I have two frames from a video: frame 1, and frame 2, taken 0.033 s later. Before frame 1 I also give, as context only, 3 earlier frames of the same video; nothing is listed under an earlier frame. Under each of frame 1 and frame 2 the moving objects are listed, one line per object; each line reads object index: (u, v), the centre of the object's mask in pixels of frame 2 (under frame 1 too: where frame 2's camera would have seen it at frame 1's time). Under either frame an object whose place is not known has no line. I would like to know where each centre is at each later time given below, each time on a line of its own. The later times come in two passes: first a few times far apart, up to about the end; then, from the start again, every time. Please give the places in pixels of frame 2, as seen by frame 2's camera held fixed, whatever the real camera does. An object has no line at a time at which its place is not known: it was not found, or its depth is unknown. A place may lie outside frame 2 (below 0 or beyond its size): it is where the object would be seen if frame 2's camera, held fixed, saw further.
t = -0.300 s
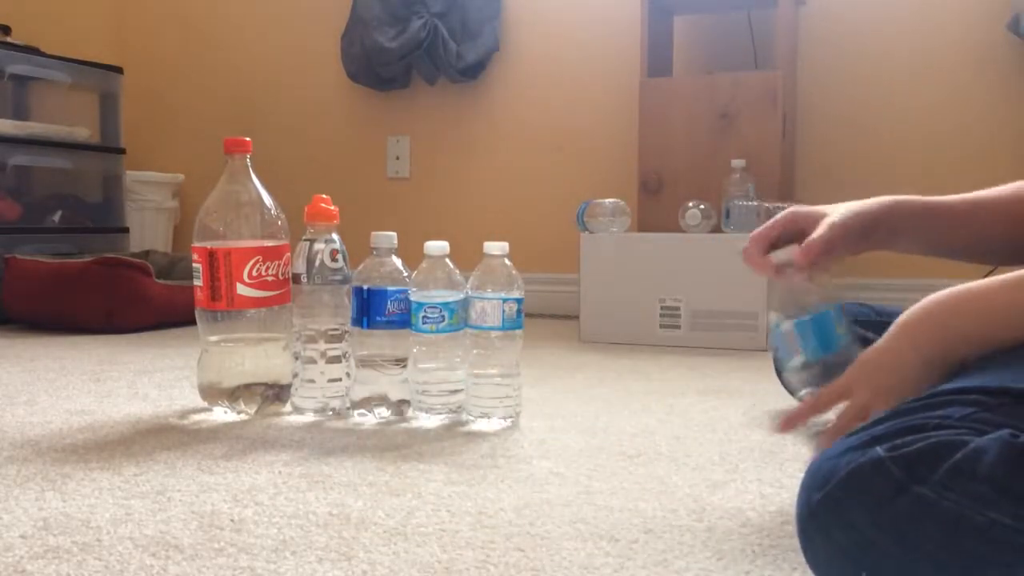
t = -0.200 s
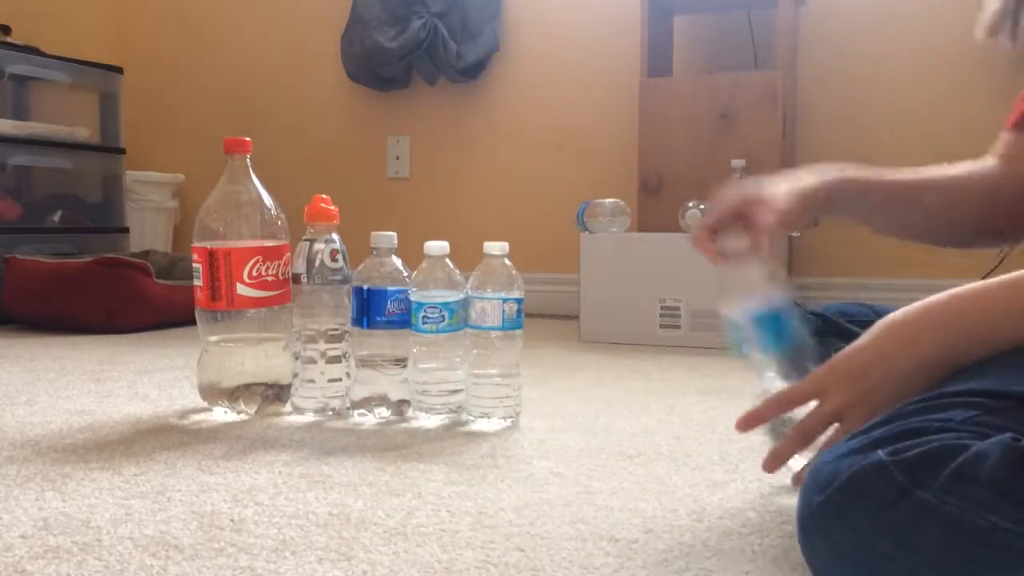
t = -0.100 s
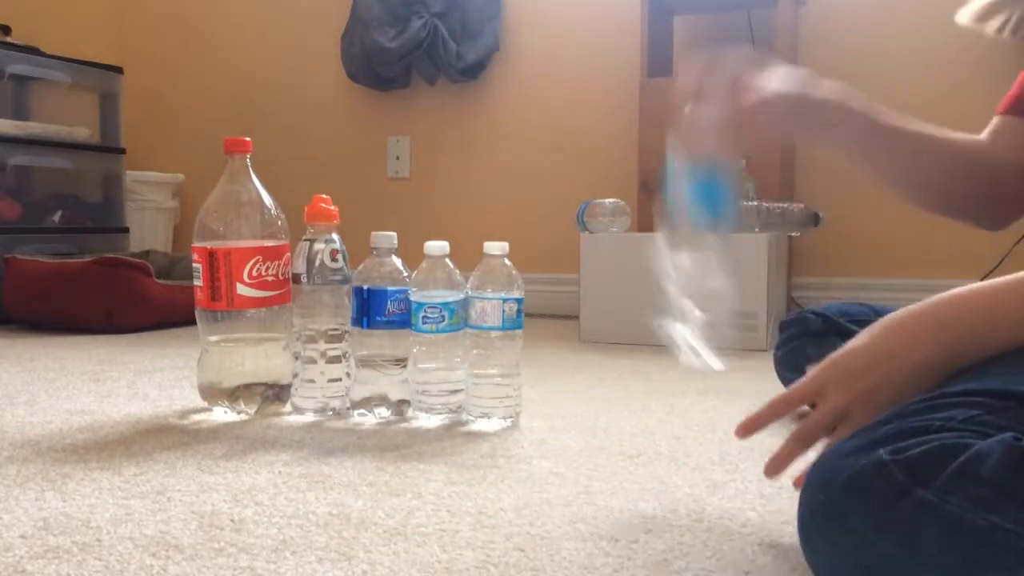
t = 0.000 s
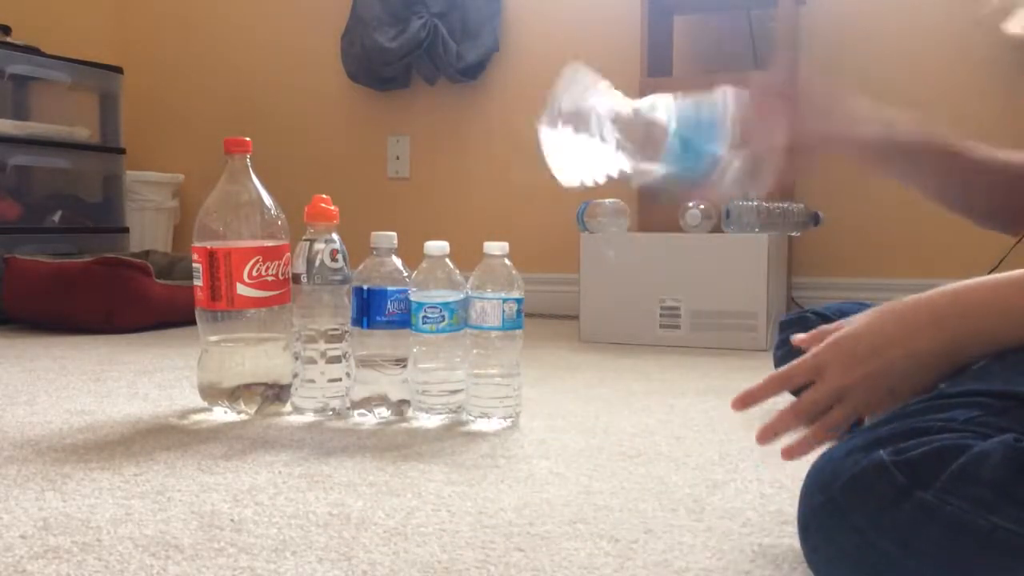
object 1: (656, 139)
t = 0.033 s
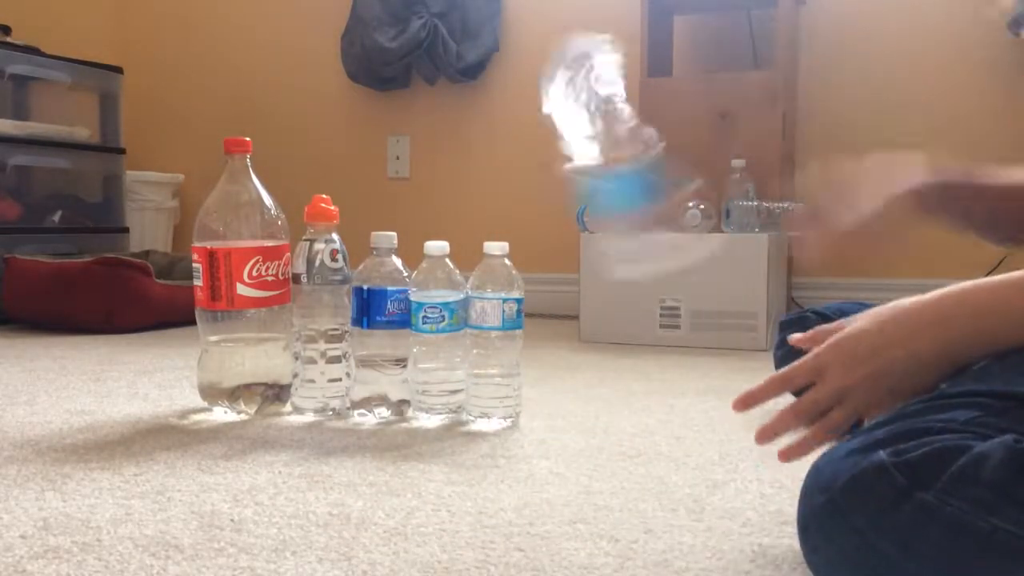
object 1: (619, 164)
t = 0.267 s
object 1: (525, 229)
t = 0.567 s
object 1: (595, 384)
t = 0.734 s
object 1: (634, 437)
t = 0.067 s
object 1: (554, 145)
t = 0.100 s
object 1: (527, 103)
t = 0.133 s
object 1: (534, 91)
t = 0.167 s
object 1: (537, 109)
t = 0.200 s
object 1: (533, 139)
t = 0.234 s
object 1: (530, 181)
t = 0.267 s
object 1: (525, 229)
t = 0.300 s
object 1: (520, 283)
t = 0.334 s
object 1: (523, 365)
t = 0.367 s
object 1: (532, 368)
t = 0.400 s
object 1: (544, 370)
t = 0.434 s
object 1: (553, 370)
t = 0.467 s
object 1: (560, 372)
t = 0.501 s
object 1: (571, 372)
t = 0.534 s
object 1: (583, 375)
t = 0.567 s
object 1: (595, 384)
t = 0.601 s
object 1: (607, 399)
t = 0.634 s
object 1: (616, 421)
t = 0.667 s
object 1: (635, 436)
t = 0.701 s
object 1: (634, 437)
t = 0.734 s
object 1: (634, 437)
